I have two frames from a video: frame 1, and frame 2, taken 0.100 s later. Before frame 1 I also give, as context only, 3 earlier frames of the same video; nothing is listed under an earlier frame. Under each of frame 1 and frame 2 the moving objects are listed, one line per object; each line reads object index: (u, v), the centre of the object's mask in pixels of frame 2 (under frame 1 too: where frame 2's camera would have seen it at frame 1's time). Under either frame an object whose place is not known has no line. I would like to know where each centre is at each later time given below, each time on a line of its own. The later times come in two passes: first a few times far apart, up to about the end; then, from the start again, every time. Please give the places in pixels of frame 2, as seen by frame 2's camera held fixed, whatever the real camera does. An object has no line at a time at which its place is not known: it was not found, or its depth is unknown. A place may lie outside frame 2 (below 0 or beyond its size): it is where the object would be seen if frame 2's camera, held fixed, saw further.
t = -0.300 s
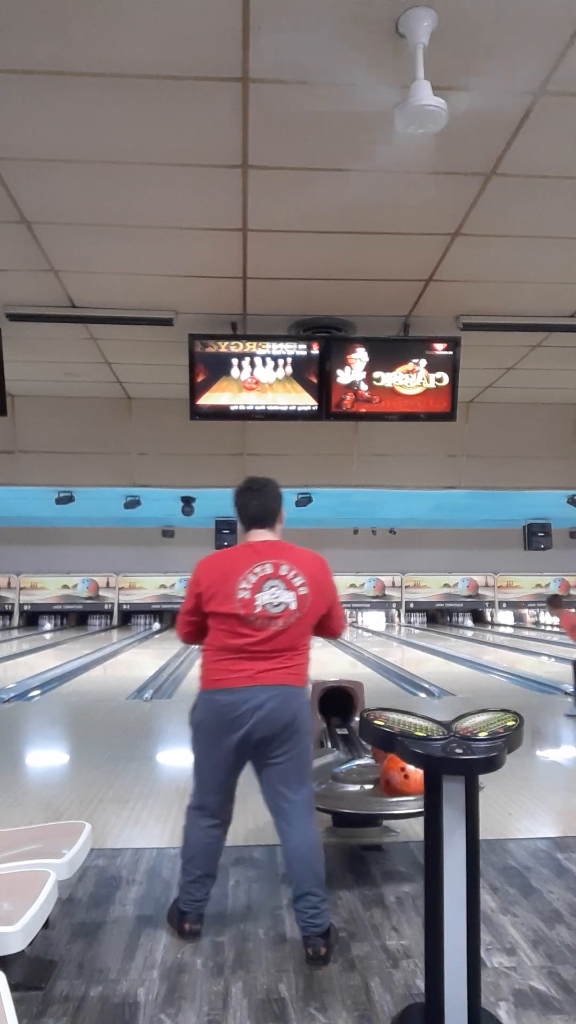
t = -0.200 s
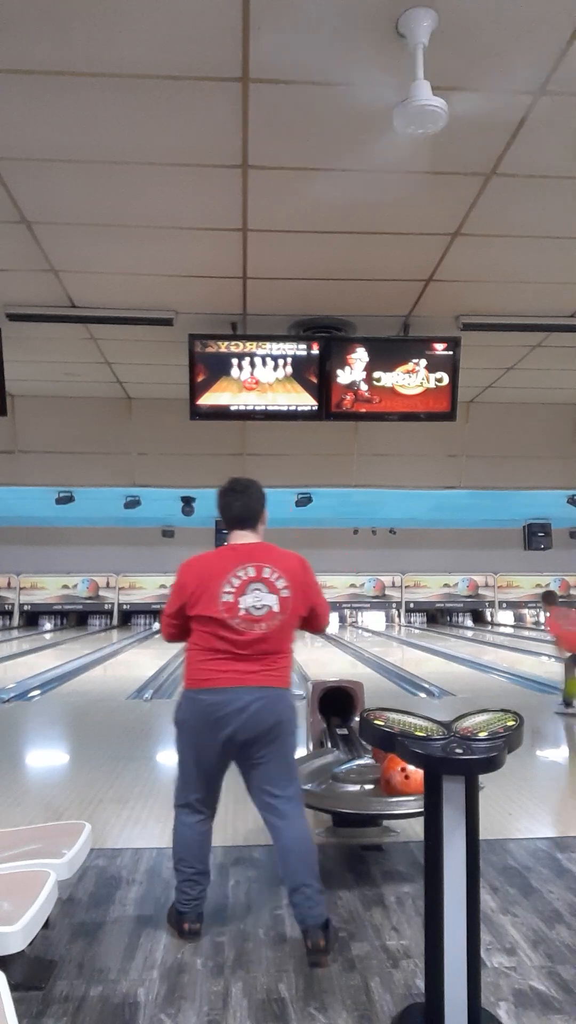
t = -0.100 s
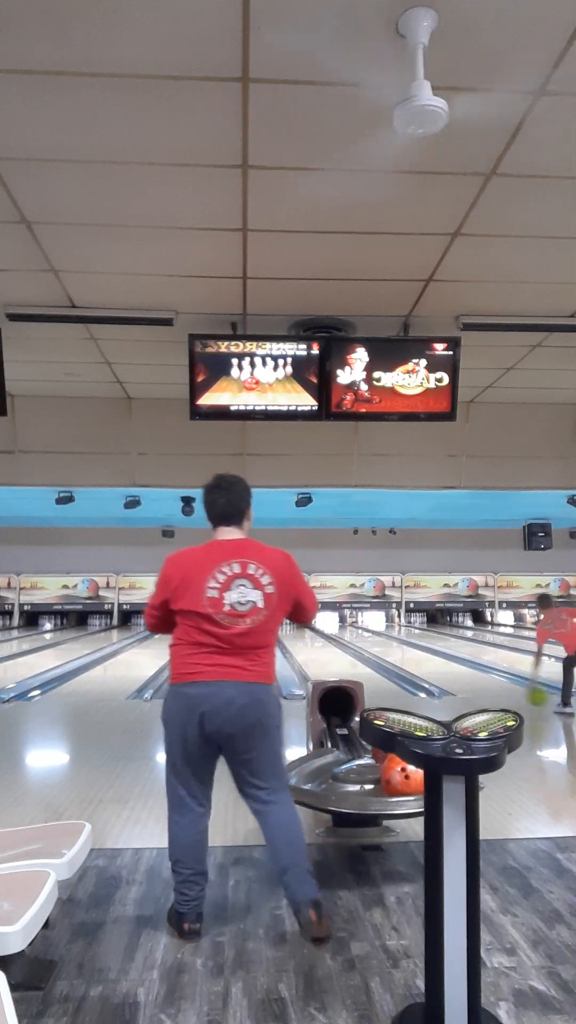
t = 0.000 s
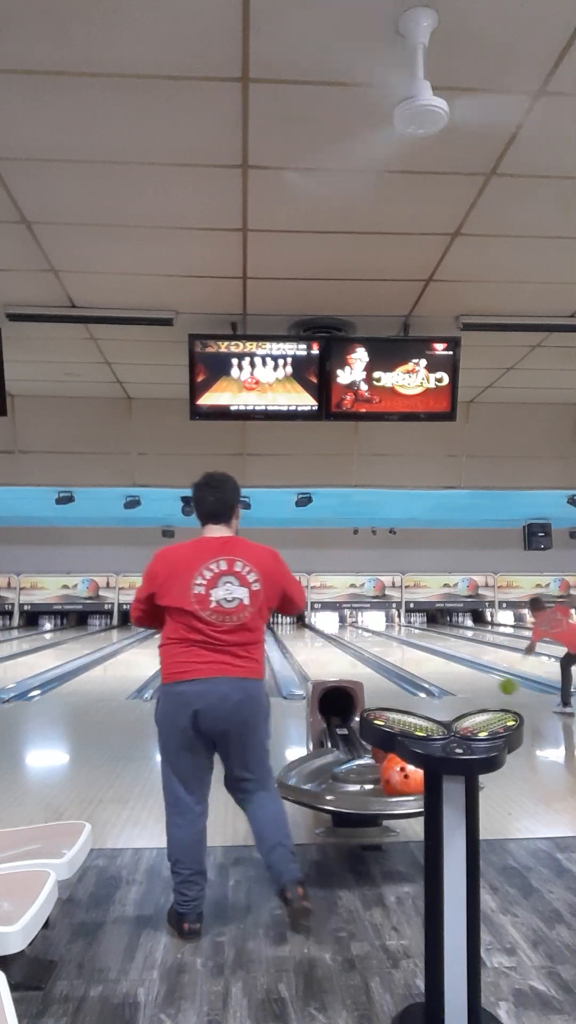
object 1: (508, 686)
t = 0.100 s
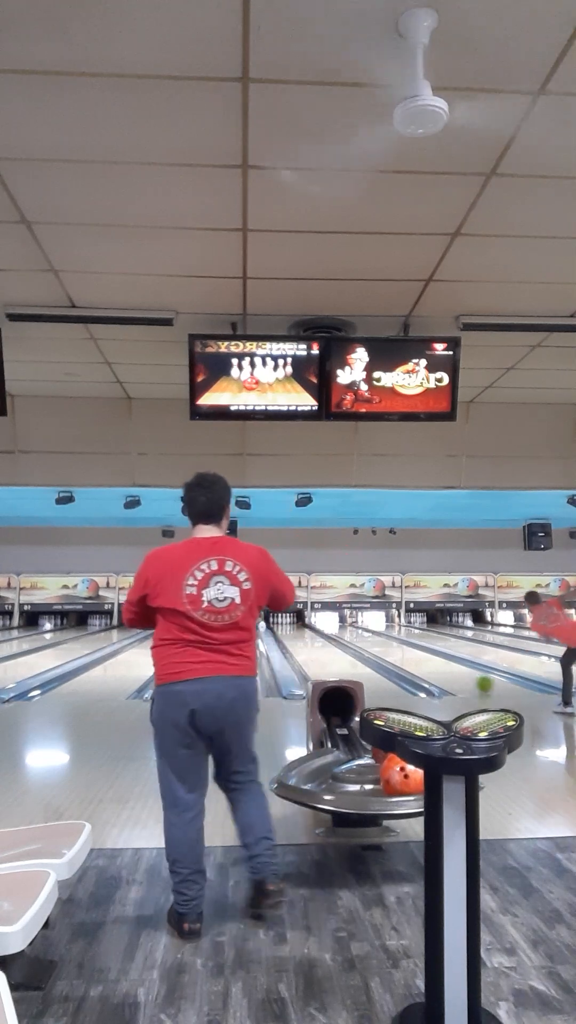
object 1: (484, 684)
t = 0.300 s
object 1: (447, 672)
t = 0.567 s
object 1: (411, 659)
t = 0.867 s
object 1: (383, 648)
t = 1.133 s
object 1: (366, 642)
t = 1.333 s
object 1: (354, 637)
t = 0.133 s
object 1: (478, 683)
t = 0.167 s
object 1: (470, 683)
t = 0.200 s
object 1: (464, 683)
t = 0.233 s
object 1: (458, 678)
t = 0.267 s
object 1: (452, 674)
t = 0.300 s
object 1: (447, 672)
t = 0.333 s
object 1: (442, 670)
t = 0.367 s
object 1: (437, 668)
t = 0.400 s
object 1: (432, 667)
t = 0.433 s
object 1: (427, 665)
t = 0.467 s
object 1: (423, 663)
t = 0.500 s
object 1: (419, 662)
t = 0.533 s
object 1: (415, 661)
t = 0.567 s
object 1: (411, 659)
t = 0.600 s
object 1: (407, 658)
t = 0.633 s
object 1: (404, 657)
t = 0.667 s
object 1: (401, 655)
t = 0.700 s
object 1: (398, 654)
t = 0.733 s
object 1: (395, 652)
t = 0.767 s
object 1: (392, 651)
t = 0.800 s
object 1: (388, 650)
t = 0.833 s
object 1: (386, 649)
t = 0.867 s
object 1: (383, 648)
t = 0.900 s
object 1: (381, 647)
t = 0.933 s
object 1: (378, 646)
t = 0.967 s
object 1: (376, 645)
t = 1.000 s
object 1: (374, 644)
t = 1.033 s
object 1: (371, 644)
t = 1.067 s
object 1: (369, 643)
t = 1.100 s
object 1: (367, 643)
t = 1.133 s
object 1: (366, 642)
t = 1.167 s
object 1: (364, 641)
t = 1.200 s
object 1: (362, 640)
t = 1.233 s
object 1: (360, 639)
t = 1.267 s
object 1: (358, 639)
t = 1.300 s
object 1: (356, 638)
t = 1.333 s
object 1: (354, 637)
